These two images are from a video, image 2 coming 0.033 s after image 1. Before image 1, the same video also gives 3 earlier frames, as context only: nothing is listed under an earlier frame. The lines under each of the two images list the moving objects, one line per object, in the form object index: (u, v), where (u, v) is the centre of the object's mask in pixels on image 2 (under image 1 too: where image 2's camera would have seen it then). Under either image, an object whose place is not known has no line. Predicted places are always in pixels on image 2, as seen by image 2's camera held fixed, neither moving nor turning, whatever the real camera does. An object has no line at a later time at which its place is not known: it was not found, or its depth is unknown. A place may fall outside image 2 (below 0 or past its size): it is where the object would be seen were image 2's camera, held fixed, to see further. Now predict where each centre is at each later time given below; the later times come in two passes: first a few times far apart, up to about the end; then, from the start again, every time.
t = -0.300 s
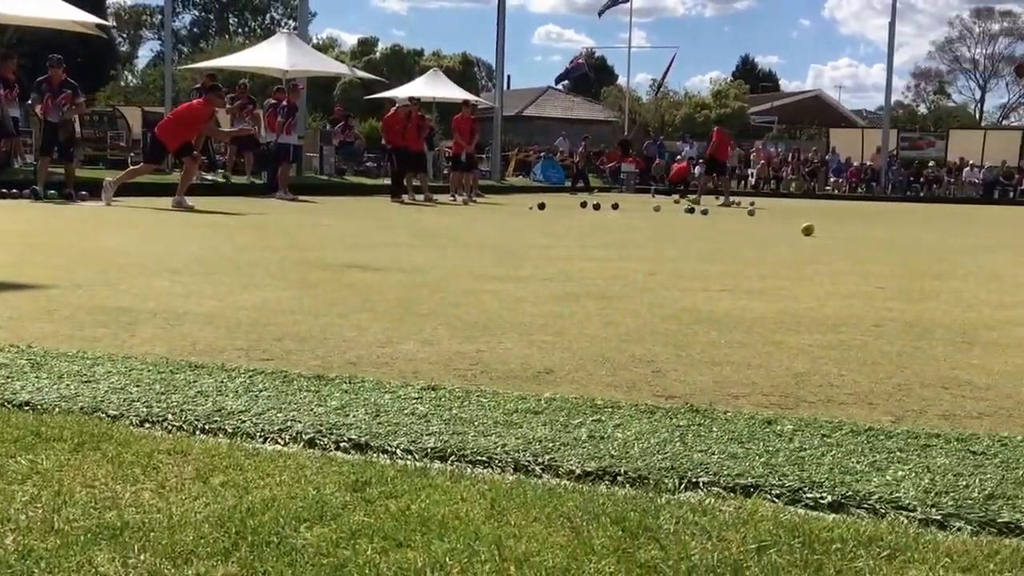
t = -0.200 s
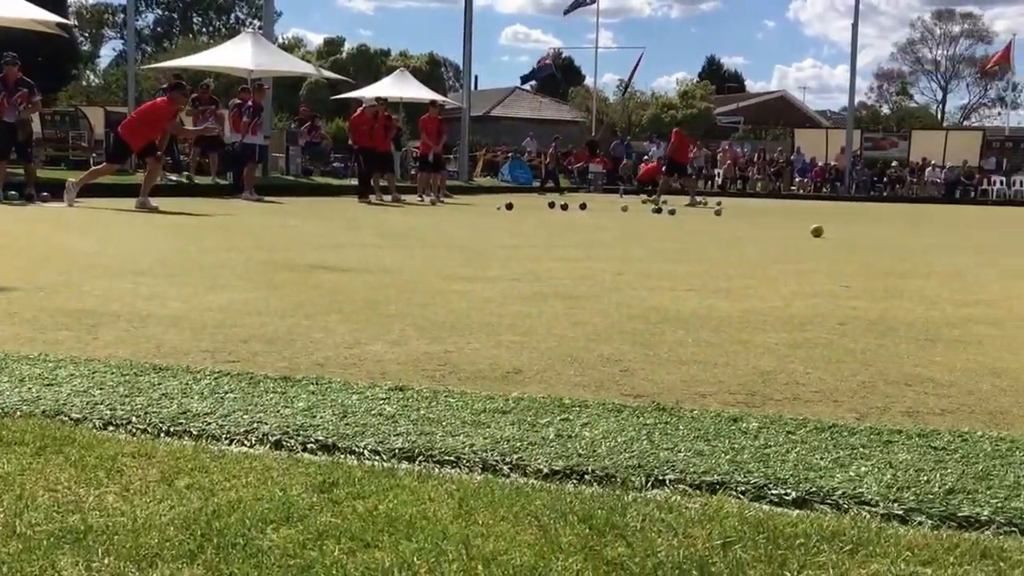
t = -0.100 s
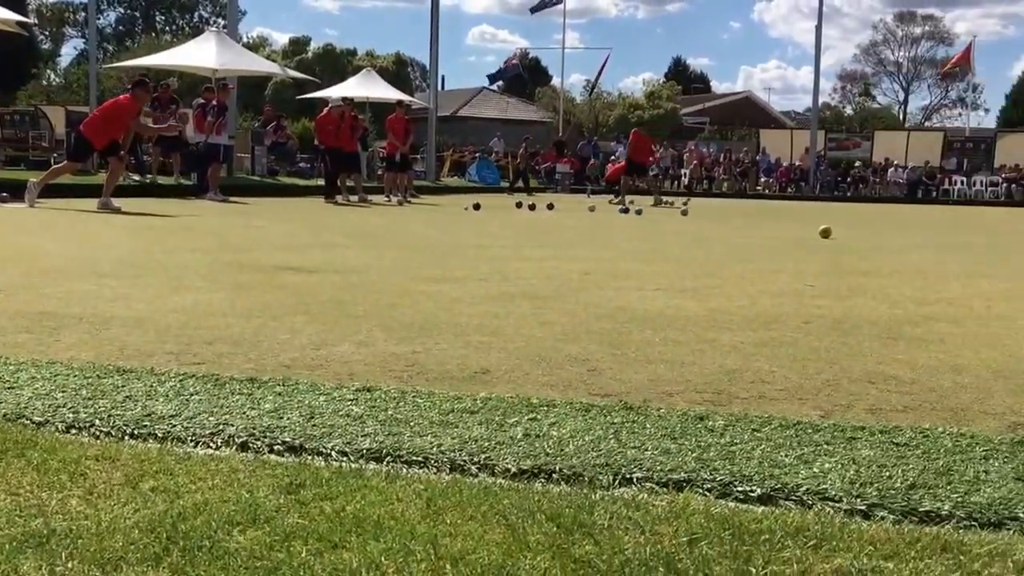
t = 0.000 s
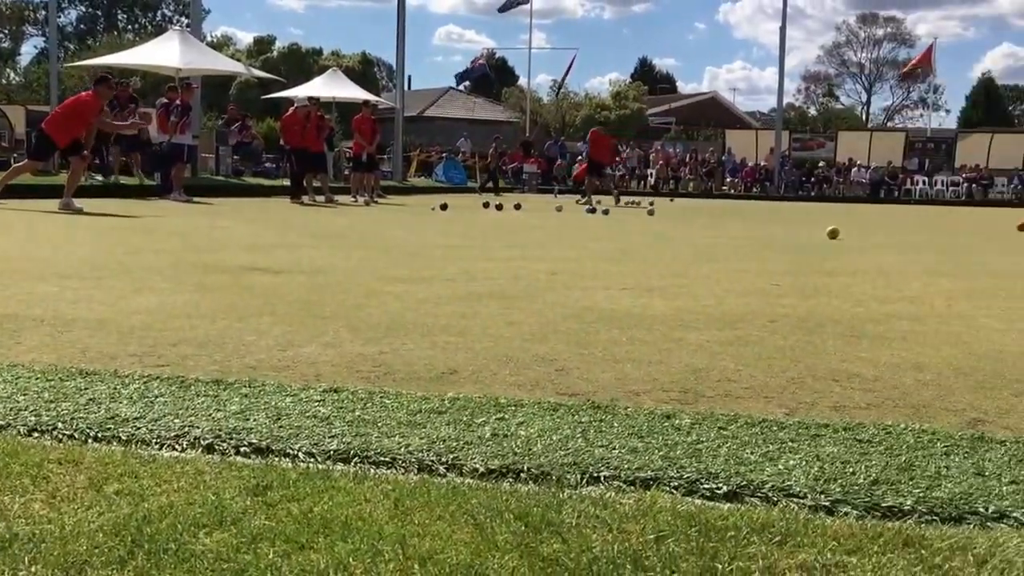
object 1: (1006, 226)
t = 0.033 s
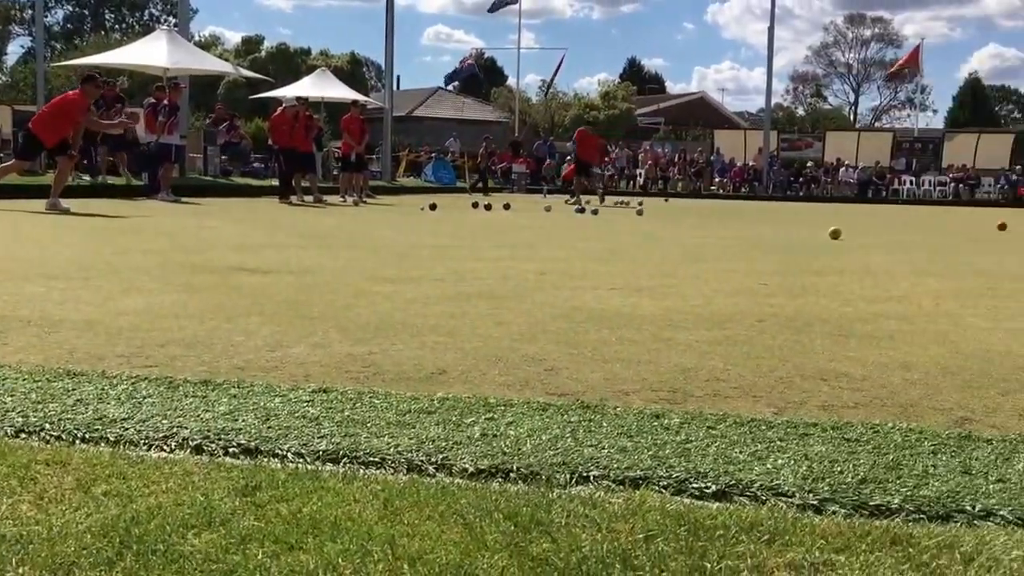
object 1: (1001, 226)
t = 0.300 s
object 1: (953, 224)
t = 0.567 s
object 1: (909, 222)
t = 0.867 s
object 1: (861, 222)
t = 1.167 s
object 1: (815, 220)
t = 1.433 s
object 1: (775, 219)
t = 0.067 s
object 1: (995, 226)
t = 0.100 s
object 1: (989, 226)
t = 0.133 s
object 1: (983, 225)
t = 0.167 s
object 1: (977, 225)
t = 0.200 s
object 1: (971, 225)
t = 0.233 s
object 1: (965, 225)
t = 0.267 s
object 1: (959, 225)
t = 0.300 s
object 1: (953, 224)
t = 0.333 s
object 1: (948, 224)
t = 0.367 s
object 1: (942, 224)
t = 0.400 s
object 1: (936, 224)
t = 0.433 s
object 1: (931, 223)
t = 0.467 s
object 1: (925, 223)
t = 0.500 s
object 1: (920, 222)
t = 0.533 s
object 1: (915, 222)
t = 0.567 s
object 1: (909, 222)
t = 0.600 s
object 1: (903, 222)
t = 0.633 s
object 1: (898, 222)
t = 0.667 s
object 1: (892, 222)
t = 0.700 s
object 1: (887, 222)
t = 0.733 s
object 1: (882, 222)
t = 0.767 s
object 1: (877, 222)
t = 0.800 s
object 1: (872, 222)
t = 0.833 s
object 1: (867, 222)
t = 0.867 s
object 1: (861, 222)
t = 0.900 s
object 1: (856, 221)
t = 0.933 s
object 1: (851, 221)
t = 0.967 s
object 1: (846, 221)
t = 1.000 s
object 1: (841, 221)
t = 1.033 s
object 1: (835, 221)
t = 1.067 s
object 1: (830, 221)
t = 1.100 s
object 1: (825, 221)
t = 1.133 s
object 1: (820, 220)
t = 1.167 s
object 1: (815, 220)
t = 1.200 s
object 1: (809, 220)
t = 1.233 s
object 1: (804, 220)
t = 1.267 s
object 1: (799, 220)
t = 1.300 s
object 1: (794, 220)
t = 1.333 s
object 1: (790, 220)
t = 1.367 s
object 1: (784, 219)
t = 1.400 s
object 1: (780, 219)
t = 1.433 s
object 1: (775, 219)
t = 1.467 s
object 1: (770, 219)
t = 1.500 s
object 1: (765, 219)
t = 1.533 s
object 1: (760, 219)
